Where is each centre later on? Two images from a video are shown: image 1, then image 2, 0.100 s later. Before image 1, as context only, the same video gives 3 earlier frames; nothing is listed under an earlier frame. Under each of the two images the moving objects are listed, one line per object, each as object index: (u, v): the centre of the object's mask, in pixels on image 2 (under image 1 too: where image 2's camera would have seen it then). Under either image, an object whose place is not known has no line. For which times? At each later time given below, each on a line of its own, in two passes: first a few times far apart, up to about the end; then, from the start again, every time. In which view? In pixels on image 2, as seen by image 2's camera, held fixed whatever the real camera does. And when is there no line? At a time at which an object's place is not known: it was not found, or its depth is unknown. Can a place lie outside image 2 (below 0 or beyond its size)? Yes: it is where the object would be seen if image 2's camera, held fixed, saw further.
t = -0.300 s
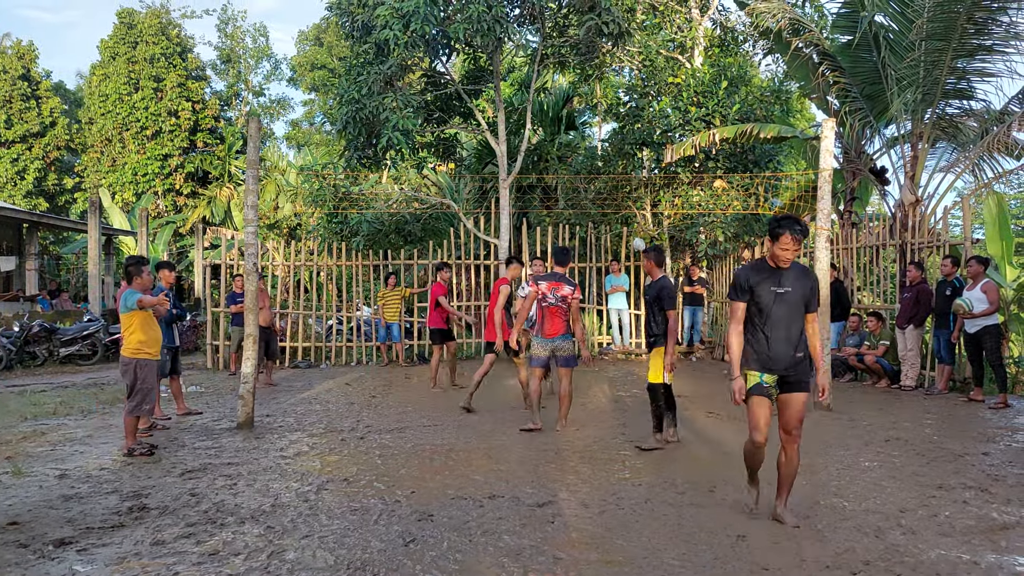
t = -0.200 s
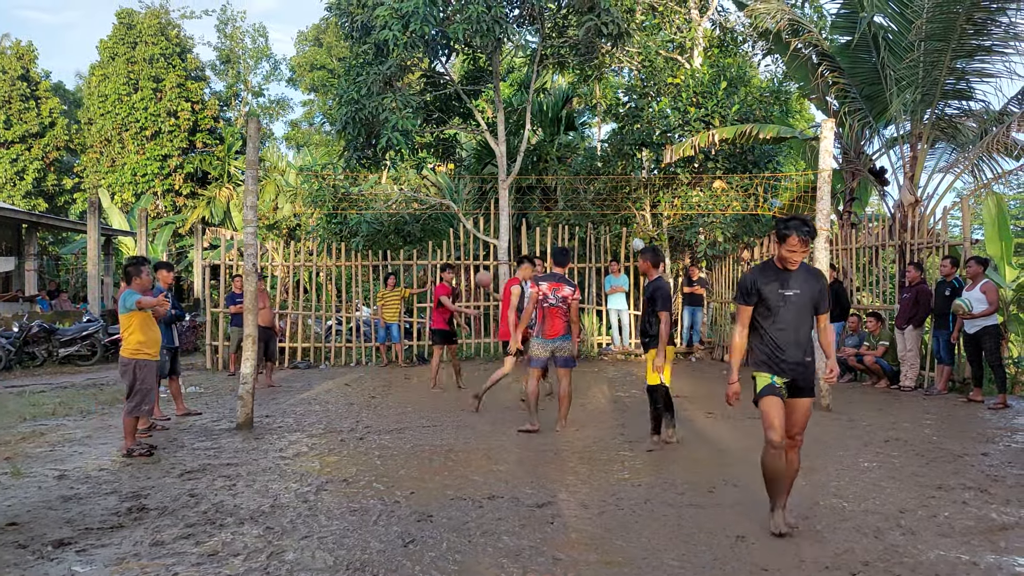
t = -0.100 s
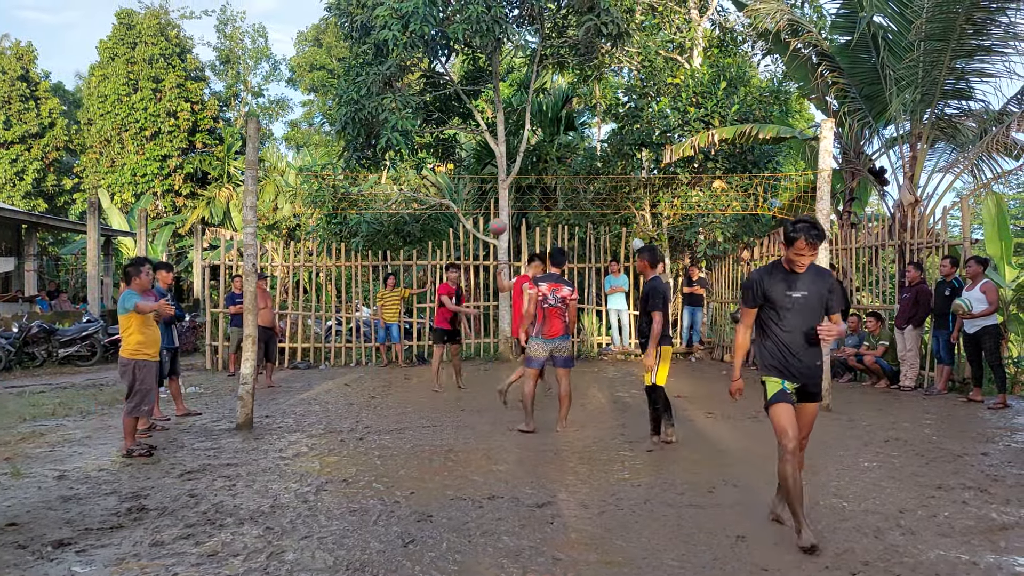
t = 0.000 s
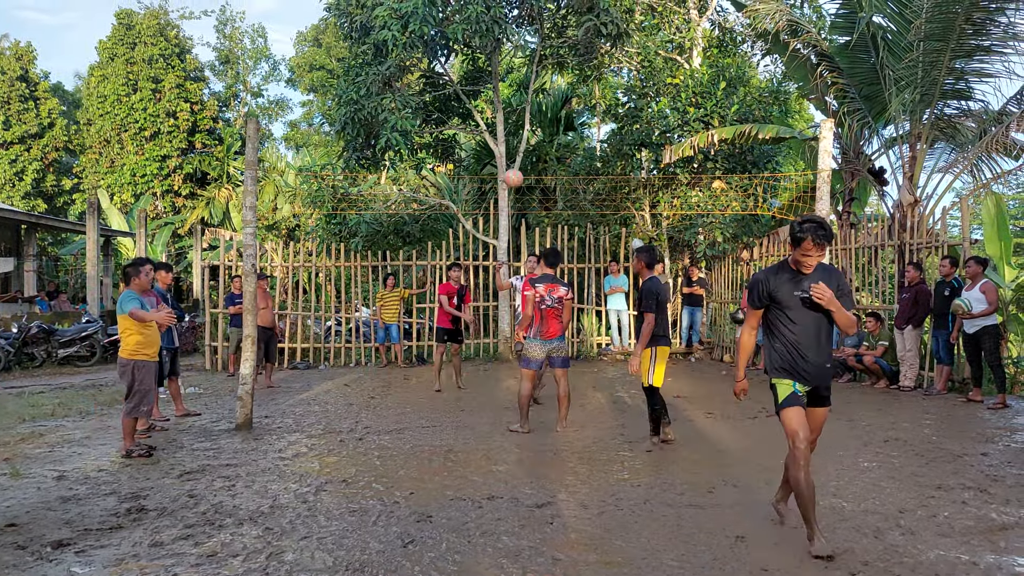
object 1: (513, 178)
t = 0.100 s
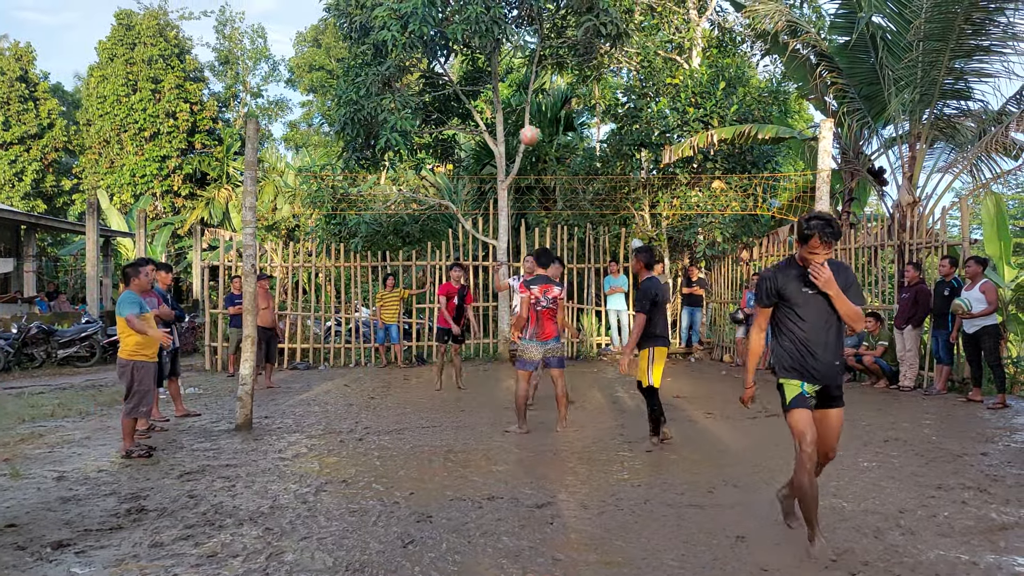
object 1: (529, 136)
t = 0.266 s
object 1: (561, 77)
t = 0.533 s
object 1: (619, 30)
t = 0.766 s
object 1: (683, 52)
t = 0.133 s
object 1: (537, 123)
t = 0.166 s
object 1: (542, 110)
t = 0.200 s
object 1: (548, 98)
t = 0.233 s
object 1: (554, 87)
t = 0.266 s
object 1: (561, 77)
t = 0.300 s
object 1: (567, 68)
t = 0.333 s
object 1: (575, 59)
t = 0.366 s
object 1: (582, 53)
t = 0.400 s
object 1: (588, 45)
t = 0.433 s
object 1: (596, 39)
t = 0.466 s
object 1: (604, 35)
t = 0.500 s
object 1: (611, 31)
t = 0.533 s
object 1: (619, 30)
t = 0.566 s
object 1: (628, 29)
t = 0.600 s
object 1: (637, 29)
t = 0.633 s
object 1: (646, 29)
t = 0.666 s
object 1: (655, 33)
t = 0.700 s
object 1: (664, 38)
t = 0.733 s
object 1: (673, 44)
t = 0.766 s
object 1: (683, 52)
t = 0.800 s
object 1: (693, 61)
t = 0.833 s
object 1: (705, 73)
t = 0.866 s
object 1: (716, 87)
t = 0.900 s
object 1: (727, 104)
